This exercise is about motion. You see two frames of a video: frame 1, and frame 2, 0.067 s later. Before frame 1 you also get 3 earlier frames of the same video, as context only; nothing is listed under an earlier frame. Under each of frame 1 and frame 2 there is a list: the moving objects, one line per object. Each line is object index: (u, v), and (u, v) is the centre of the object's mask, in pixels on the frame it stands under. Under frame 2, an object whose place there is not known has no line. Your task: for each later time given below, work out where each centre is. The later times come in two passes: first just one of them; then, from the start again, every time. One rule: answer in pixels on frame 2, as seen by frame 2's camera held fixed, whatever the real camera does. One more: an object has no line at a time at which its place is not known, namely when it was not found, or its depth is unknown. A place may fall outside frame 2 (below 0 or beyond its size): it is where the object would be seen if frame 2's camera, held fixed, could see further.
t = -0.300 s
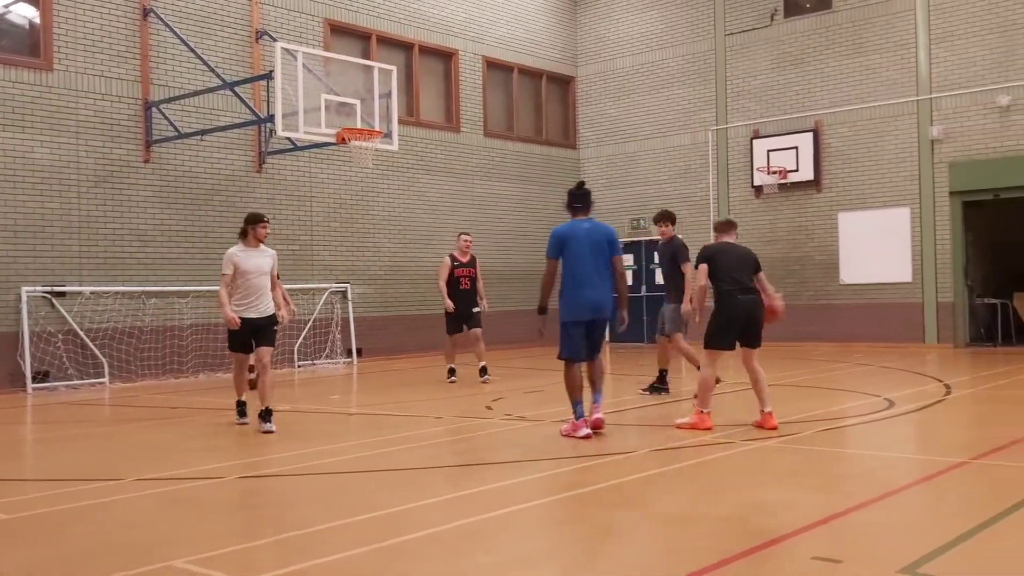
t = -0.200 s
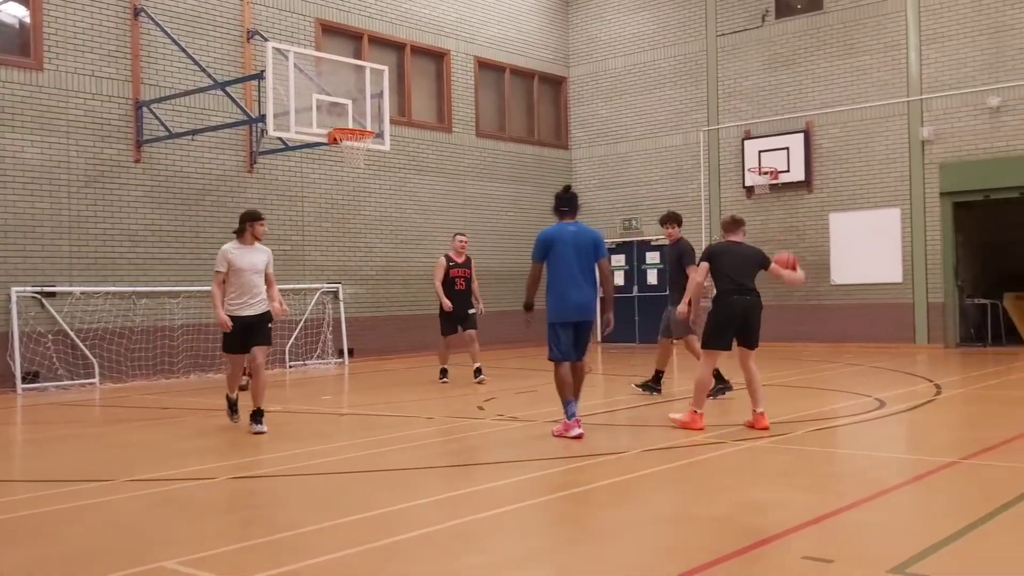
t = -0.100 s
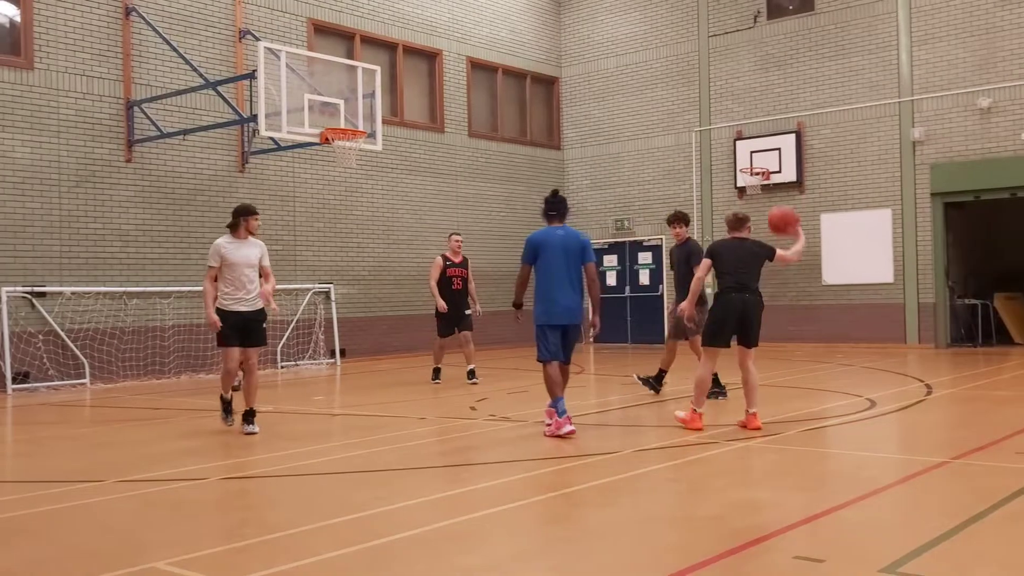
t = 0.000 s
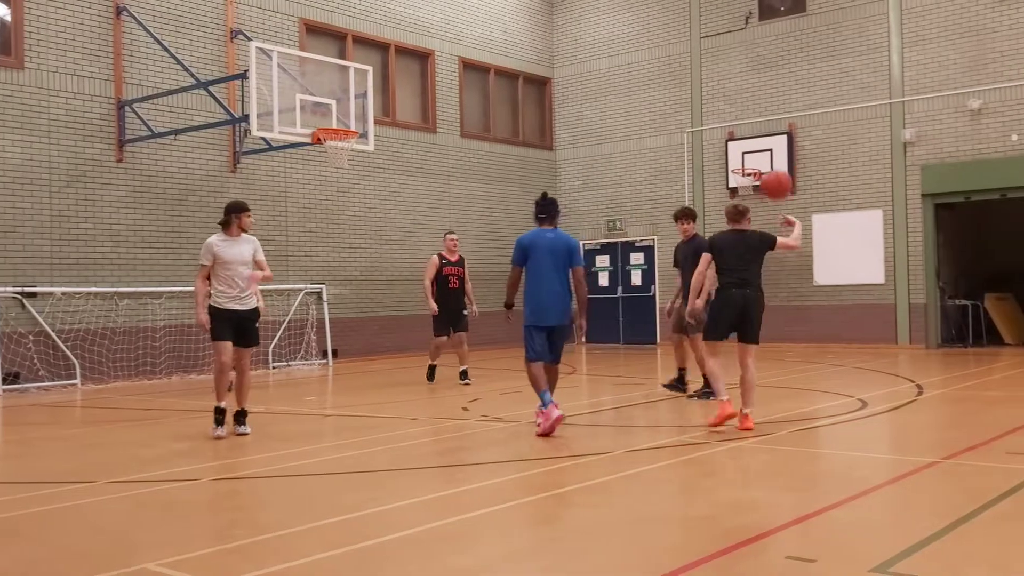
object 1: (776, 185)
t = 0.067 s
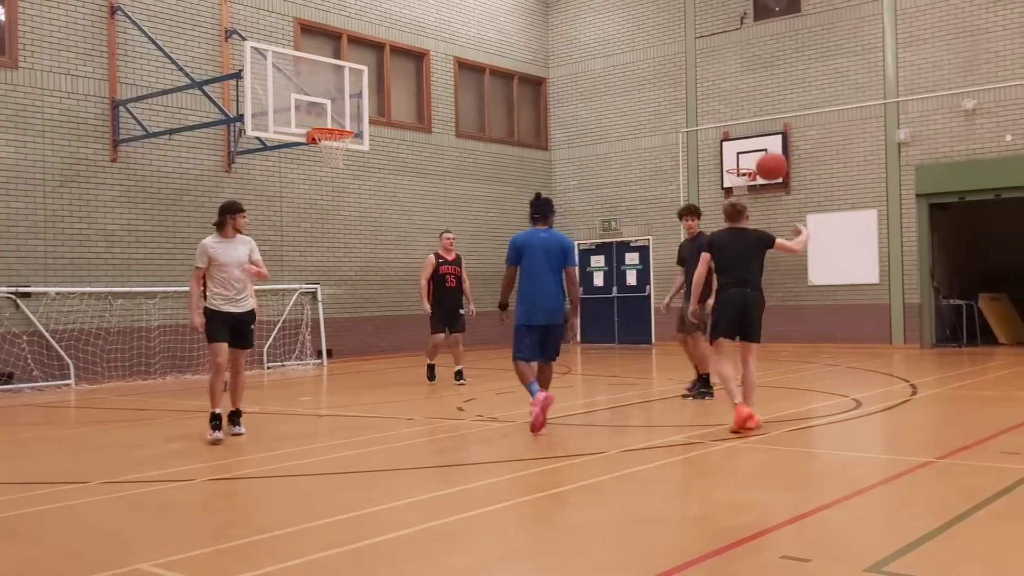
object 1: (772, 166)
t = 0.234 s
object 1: (774, 145)
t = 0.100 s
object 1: (772, 160)
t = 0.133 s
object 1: (773, 154)
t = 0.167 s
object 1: (773, 149)
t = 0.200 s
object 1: (774, 146)
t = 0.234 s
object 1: (774, 145)
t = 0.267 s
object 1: (774, 145)
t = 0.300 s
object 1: (775, 146)
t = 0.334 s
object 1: (776, 148)
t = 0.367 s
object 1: (776, 152)
